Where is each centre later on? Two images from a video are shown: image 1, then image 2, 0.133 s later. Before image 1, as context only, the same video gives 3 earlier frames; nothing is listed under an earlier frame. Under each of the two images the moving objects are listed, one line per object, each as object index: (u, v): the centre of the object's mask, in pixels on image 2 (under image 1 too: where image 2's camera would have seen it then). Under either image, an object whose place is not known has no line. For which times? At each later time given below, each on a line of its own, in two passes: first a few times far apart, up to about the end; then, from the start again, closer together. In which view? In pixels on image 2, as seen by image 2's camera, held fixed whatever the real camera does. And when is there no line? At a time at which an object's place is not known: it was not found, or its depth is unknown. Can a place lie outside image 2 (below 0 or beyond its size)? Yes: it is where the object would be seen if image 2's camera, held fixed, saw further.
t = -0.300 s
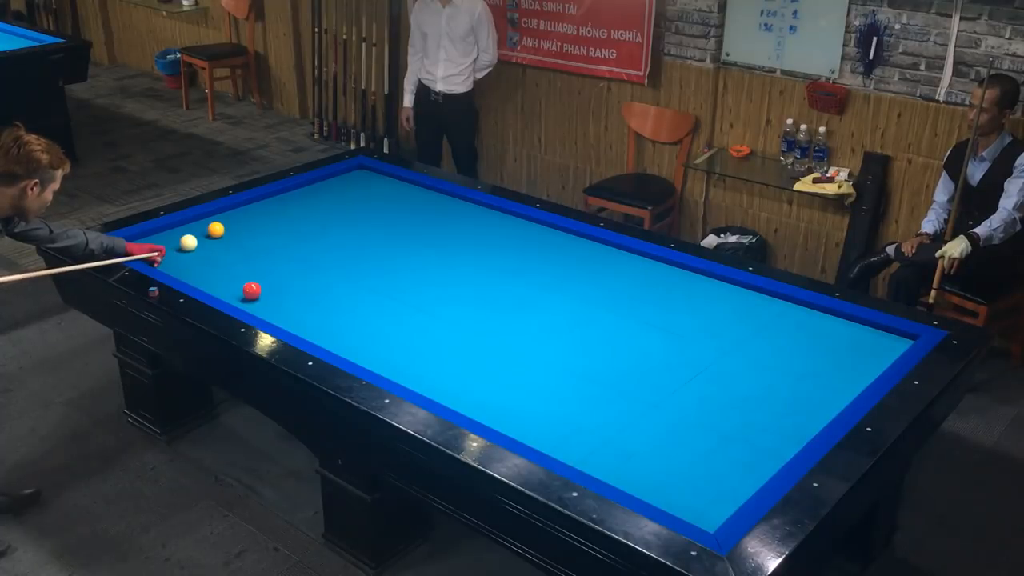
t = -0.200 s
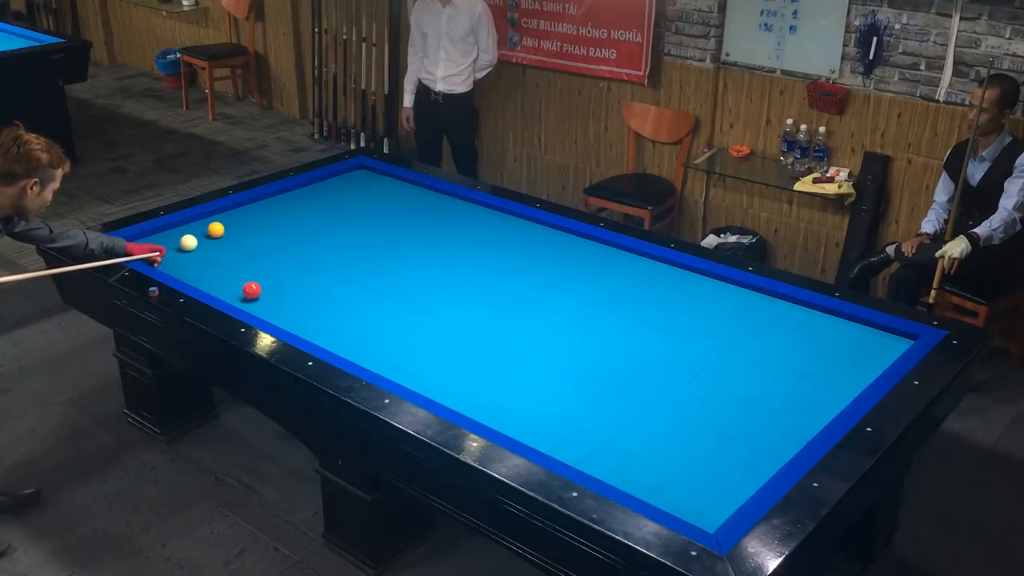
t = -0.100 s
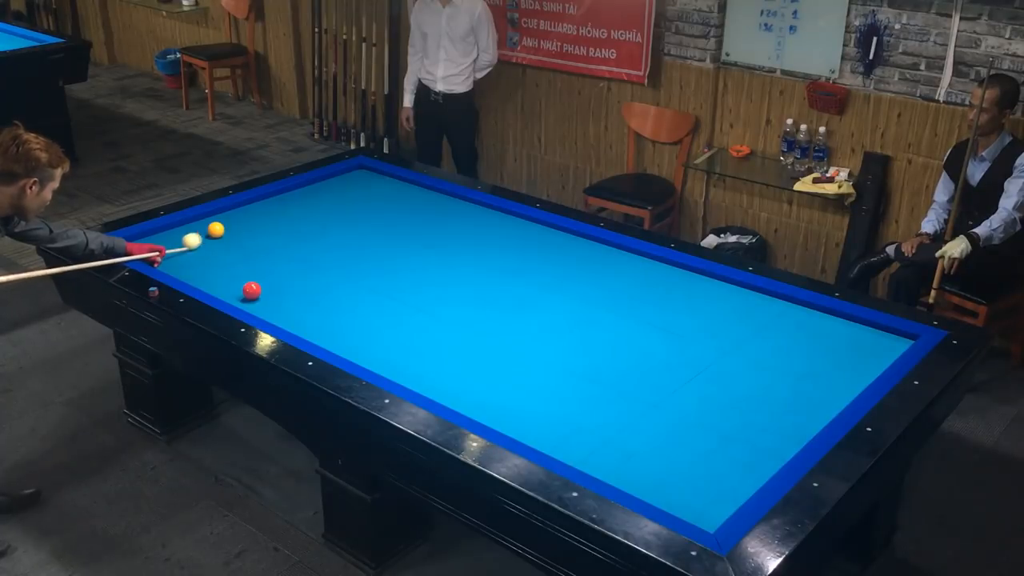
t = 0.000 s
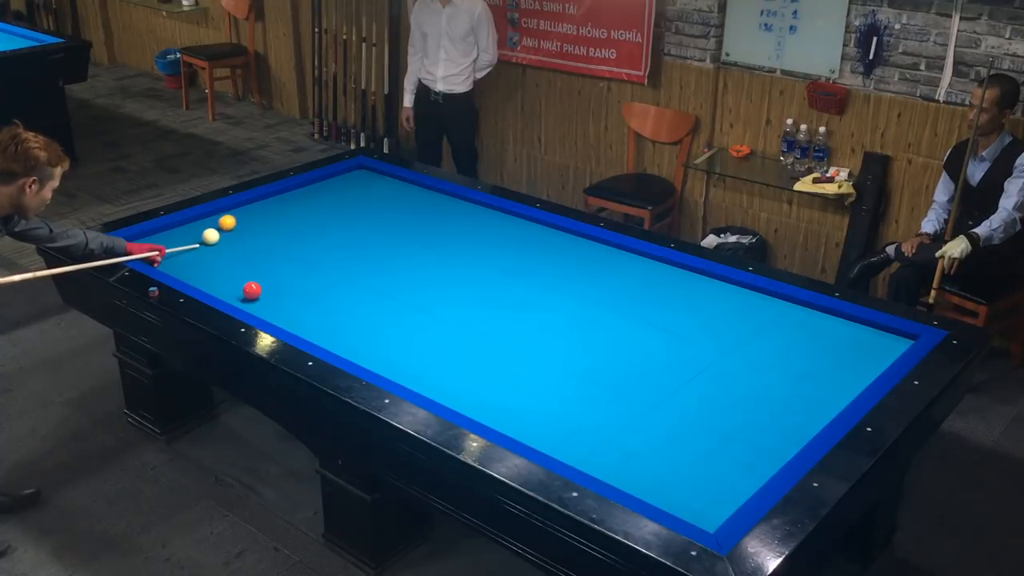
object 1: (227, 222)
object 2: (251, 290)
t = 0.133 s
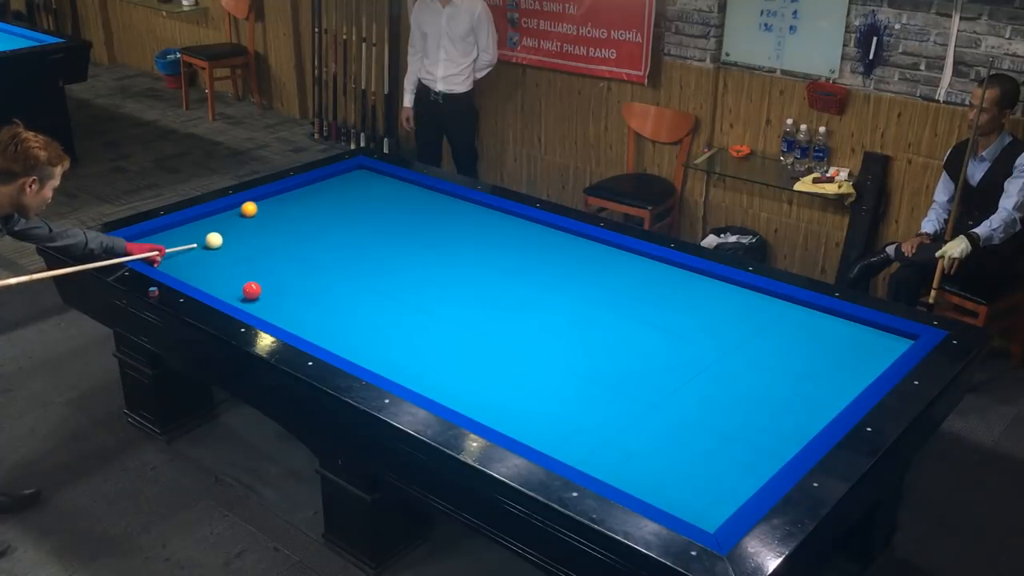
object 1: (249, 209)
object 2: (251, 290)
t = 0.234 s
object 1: (263, 200)
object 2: (251, 290)
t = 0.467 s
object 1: (304, 188)
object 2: (251, 290)
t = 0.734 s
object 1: (352, 178)
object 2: (252, 290)
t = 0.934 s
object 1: (378, 174)
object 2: (251, 290)
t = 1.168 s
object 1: (366, 183)
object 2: (251, 290)
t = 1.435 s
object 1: (354, 194)
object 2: (251, 290)
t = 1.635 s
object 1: (345, 202)
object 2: (252, 290)
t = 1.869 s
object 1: (334, 211)
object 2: (251, 290)
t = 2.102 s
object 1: (323, 221)
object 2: (258, 290)
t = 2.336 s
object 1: (312, 231)
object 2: (264, 290)
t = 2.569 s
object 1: (300, 241)
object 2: (270, 289)
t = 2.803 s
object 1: (288, 251)
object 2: (275, 289)
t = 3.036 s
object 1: (276, 261)
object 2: (279, 289)
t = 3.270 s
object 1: (264, 272)
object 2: (283, 289)
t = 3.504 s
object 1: (252, 282)
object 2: (285, 289)
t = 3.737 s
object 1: (245, 288)
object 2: (287, 289)
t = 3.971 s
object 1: (246, 287)
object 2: (289, 289)
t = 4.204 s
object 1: (245, 286)
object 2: (290, 289)
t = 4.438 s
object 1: (245, 287)
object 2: (291, 290)
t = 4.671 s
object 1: (245, 288)
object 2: (292, 290)
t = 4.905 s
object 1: (245, 288)
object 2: (294, 291)
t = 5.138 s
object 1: (246, 289)
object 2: (294, 291)
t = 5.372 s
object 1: (246, 289)
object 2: (294, 291)
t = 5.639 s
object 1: (246, 289)
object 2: (294, 291)
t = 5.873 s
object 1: (245, 289)
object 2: (295, 291)
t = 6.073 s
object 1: (246, 289)
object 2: (295, 291)
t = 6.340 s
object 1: (245, 289)
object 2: (295, 291)
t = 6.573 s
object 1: (246, 289)
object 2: (295, 291)
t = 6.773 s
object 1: (246, 289)
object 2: (295, 291)
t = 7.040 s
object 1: (245, 289)
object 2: (294, 291)
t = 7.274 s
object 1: (246, 289)
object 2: (294, 291)
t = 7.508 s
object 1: (245, 289)
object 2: (294, 291)
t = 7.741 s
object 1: (245, 289)
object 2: (294, 291)
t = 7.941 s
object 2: (297, 291)
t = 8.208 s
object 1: (246, 289)
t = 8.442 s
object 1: (245, 289)
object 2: (294, 291)
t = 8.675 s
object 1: (245, 288)
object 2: (294, 291)
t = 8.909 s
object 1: (245, 288)
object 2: (294, 291)
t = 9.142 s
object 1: (245, 288)
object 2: (294, 291)
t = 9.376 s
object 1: (245, 288)
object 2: (294, 291)
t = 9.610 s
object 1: (245, 288)
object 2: (294, 291)
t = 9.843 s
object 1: (245, 289)
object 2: (294, 291)
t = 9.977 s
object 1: (245, 289)
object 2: (294, 291)
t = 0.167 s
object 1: (254, 206)
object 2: (251, 290)
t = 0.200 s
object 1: (258, 203)
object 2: (251, 290)
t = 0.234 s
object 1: (263, 200)
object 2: (251, 290)
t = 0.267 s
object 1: (267, 197)
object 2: (251, 290)
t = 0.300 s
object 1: (272, 195)
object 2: (251, 290)
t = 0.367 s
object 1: (286, 192)
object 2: (251, 290)
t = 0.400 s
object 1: (292, 191)
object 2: (251, 290)
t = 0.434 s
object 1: (298, 190)
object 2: (251, 290)
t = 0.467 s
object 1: (304, 188)
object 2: (251, 290)
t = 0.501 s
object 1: (311, 187)
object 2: (251, 290)
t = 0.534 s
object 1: (317, 186)
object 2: (251, 290)
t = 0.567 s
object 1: (323, 185)
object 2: (251, 290)
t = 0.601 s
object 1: (329, 183)
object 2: (251, 290)
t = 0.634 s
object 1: (334, 182)
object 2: (251, 290)
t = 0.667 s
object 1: (340, 181)
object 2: (251, 290)
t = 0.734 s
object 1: (352, 178)
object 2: (252, 290)
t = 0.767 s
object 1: (357, 177)
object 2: (251, 290)
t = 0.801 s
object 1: (363, 176)
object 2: (251, 290)
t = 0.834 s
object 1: (369, 175)
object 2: (251, 290)
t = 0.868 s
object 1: (374, 174)
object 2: (251, 290)
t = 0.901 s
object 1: (379, 173)
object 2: (251, 290)
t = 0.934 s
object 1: (378, 174)
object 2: (251, 290)
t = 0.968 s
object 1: (376, 176)
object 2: (251, 290)
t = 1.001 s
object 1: (374, 177)
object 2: (251, 290)
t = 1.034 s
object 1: (372, 178)
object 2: (251, 290)
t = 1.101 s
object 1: (369, 181)
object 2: (251, 290)
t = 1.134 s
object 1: (368, 182)
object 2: (251, 290)
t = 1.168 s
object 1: (366, 183)
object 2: (251, 290)
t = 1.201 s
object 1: (365, 185)
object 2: (251, 290)
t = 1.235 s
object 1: (363, 186)
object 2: (251, 290)
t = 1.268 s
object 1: (362, 187)
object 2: (251, 290)
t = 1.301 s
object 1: (360, 189)
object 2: (251, 290)
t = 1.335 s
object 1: (359, 190)
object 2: (251, 290)
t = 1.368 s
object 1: (357, 191)
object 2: (251, 290)
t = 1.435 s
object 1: (354, 194)
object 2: (251, 290)
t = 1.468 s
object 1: (353, 196)
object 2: (251, 290)
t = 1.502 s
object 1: (351, 197)
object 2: (251, 290)
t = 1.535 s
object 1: (350, 198)
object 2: (251, 290)
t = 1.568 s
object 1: (348, 199)
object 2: (251, 290)
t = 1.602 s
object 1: (347, 201)
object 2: (251, 290)
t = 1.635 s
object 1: (345, 202)
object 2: (252, 290)
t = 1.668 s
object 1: (344, 203)
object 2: (252, 290)
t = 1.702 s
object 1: (342, 205)
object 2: (252, 290)
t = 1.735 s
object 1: (341, 206)
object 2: (252, 290)
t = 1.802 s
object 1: (338, 209)
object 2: (251, 290)
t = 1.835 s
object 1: (336, 210)
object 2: (252, 290)
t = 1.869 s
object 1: (334, 211)
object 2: (251, 290)
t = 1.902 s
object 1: (333, 213)
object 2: (252, 290)
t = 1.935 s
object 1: (331, 214)
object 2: (253, 290)
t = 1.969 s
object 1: (330, 215)
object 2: (254, 290)
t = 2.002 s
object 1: (328, 217)
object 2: (255, 290)
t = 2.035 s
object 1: (326, 218)
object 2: (256, 290)
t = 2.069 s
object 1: (325, 220)
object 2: (257, 290)
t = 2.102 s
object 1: (323, 221)
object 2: (258, 290)
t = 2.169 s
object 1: (320, 224)
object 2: (260, 290)
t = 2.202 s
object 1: (318, 225)
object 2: (261, 290)
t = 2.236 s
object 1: (317, 227)
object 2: (262, 290)
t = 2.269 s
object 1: (315, 228)
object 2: (263, 290)
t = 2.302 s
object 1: (314, 229)
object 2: (264, 290)
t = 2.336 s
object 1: (312, 231)
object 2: (264, 290)
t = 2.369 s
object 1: (310, 232)
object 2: (265, 290)
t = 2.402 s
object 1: (309, 234)
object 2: (266, 290)
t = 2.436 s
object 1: (307, 235)
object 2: (267, 290)
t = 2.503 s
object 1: (304, 238)
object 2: (269, 290)
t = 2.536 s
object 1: (302, 239)
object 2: (269, 290)
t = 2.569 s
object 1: (300, 241)
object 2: (270, 289)
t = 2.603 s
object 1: (299, 242)
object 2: (271, 289)
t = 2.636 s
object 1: (297, 244)
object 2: (271, 289)
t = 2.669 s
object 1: (295, 245)
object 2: (272, 289)
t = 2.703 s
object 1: (293, 247)
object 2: (273, 290)
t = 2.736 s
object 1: (292, 248)
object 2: (273, 289)
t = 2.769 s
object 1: (290, 249)
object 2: (274, 289)
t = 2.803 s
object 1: (288, 251)
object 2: (275, 289)
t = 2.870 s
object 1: (285, 254)
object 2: (276, 289)
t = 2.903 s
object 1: (283, 255)
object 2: (277, 289)
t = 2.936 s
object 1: (282, 257)
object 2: (277, 289)
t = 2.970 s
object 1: (280, 258)
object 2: (278, 289)
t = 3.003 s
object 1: (278, 260)
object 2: (279, 289)
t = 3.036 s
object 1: (276, 261)
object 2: (279, 289)
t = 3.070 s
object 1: (275, 263)
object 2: (280, 289)
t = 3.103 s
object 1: (273, 264)
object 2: (280, 289)
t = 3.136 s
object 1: (271, 266)
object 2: (281, 289)
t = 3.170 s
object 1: (269, 267)
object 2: (281, 289)
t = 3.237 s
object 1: (266, 270)
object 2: (282, 289)
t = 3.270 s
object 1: (264, 272)
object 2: (283, 289)
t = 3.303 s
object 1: (262, 273)
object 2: (283, 289)
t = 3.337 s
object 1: (261, 275)
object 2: (283, 289)
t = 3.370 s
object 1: (259, 276)
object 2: (284, 289)
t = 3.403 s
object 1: (257, 278)
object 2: (284, 289)
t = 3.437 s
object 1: (255, 279)
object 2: (285, 289)
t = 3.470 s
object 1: (254, 281)
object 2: (285, 289)
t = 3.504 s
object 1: (252, 282)
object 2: (285, 289)
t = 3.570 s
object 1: (249, 285)
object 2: (286, 289)
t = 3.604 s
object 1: (248, 286)
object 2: (286, 289)
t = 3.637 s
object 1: (247, 286)
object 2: (287, 289)
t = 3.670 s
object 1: (246, 287)
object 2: (287, 289)
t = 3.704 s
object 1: (246, 287)
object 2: (287, 289)
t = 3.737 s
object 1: (245, 288)
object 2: (287, 289)
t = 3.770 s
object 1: (245, 288)
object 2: (288, 289)
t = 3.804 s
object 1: (246, 288)
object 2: (288, 289)
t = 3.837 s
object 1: (245, 288)
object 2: (288, 289)
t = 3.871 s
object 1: (246, 288)
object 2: (288, 289)
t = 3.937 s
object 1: (246, 287)
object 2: (289, 289)
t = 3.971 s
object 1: (246, 287)
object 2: (289, 289)
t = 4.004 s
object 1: (246, 287)
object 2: (289, 289)
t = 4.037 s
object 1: (246, 287)
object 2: (289, 289)
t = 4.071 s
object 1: (246, 286)
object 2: (289, 289)
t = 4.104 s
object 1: (246, 286)
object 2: (290, 289)
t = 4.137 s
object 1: (246, 286)
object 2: (290, 289)
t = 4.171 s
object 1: (245, 286)
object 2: (290, 290)
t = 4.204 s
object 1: (245, 286)
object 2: (290, 289)
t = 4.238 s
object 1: (245, 286)
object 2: (290, 289)
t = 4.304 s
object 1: (245, 286)
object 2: (291, 289)
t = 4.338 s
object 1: (245, 286)
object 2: (291, 290)
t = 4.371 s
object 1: (245, 286)
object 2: (291, 290)
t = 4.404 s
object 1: (245, 287)
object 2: (291, 290)
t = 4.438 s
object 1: (245, 287)
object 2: (291, 290)
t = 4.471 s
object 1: (245, 287)
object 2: (292, 290)
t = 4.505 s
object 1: (245, 287)
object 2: (292, 290)
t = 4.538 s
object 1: (245, 287)
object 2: (292, 290)
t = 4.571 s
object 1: (245, 288)
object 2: (292, 290)
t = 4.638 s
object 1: (245, 288)
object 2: (292, 290)
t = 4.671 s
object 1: (245, 288)
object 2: (292, 290)
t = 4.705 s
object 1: (245, 288)
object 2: (293, 290)
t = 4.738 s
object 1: (245, 288)
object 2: (293, 290)
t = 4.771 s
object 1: (245, 288)
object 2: (293, 290)
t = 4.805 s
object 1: (245, 288)
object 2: (293, 291)
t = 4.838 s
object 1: (246, 289)
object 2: (293, 291)
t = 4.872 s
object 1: (245, 288)
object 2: (294, 291)
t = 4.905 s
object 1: (245, 288)
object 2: (294, 291)
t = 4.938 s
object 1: (245, 288)
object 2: (294, 291)
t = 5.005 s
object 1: (246, 289)
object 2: (294, 291)
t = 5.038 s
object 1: (246, 289)
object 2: (294, 291)
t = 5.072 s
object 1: (246, 289)
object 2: (294, 291)
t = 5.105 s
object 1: (246, 289)
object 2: (294, 291)
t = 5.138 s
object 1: (246, 289)
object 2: (294, 291)
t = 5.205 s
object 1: (246, 289)
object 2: (294, 291)
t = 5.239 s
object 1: (246, 289)
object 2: (294, 291)
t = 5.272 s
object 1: (246, 289)
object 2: (294, 291)
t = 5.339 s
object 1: (246, 289)
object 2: (294, 291)
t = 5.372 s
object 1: (246, 289)
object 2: (294, 291)
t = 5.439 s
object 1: (246, 289)
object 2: (294, 291)
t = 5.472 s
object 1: (246, 289)
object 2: (294, 291)
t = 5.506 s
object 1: (246, 289)
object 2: (294, 291)
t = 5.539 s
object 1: (246, 289)
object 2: (294, 291)
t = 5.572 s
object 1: (246, 289)
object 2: (294, 291)
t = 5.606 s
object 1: (246, 289)
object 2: (294, 291)
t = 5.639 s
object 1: (246, 289)
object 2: (294, 291)
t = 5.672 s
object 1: (245, 289)
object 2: (294, 291)
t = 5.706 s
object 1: (246, 289)
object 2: (294, 291)
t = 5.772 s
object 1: (245, 289)
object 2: (294, 291)
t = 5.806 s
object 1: (245, 289)
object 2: (295, 291)
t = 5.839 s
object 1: (245, 289)
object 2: (295, 291)
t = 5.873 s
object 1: (245, 289)
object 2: (295, 291)
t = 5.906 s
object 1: (245, 289)
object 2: (295, 291)
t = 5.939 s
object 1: (245, 289)
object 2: (295, 291)
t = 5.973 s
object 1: (246, 289)
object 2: (295, 291)
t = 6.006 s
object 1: (246, 289)
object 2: (295, 291)
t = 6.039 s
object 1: (246, 289)
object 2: (295, 291)
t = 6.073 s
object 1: (246, 289)
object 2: (295, 291)
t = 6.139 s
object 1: (245, 289)
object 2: (295, 291)
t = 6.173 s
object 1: (245, 289)
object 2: (295, 291)
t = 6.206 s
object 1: (245, 289)
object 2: (295, 291)
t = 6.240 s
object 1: (245, 289)
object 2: (295, 291)
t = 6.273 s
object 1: (246, 289)
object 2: (295, 291)
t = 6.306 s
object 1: (245, 289)
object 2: (295, 291)
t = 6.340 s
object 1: (245, 289)
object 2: (295, 291)
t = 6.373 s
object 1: (246, 289)
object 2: (295, 291)
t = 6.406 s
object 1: (245, 289)
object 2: (295, 291)
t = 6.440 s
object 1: (246, 289)
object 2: (295, 291)
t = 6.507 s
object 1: (245, 289)
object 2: (295, 291)
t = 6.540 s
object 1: (245, 289)
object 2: (295, 291)
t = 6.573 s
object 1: (246, 289)
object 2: (295, 291)
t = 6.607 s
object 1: (246, 289)
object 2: (295, 291)
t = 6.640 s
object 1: (245, 289)
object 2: (295, 291)
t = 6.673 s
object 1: (246, 289)
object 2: (295, 291)
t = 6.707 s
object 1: (245, 289)
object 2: (295, 291)
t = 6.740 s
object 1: (246, 289)
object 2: (295, 291)
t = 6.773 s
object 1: (246, 289)
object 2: (295, 291)
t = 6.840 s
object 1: (246, 289)
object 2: (295, 291)
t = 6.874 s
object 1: (246, 288)
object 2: (295, 291)
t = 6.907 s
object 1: (246, 289)
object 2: (295, 291)
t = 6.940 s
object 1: (246, 289)
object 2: (295, 291)
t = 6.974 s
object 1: (246, 289)
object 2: (295, 291)
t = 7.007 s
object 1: (246, 289)
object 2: (294, 291)
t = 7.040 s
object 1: (245, 289)
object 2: (294, 291)
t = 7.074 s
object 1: (246, 289)
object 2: (295, 291)
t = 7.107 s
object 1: (246, 289)
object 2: (295, 291)
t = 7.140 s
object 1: (246, 289)
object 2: (295, 291)
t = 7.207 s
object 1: (246, 289)
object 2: (295, 291)
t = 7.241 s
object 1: (246, 289)
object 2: (294, 291)
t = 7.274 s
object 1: (246, 289)
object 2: (294, 291)
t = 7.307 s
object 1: (246, 289)
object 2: (294, 291)
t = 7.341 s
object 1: (246, 289)
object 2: (295, 291)
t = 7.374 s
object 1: (246, 289)
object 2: (294, 291)
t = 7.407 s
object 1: (245, 289)
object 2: (295, 291)
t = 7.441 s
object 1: (245, 289)
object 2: (295, 291)
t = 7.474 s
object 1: (245, 289)
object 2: (294, 291)
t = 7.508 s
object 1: (245, 289)
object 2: (294, 291)
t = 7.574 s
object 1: (245, 289)
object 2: (294, 291)
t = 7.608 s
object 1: (245, 289)
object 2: (294, 291)
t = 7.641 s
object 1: (245, 289)
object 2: (294, 291)
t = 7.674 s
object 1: (245, 289)
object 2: (294, 291)
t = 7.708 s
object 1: (245, 289)
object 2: (294, 291)
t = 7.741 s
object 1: (245, 289)
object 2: (294, 291)
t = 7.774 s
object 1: (245, 289)
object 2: (294, 291)
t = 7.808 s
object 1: (246, 289)
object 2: (295, 291)
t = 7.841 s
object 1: (250, 287)
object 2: (295, 291)
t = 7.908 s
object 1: (246, 289)
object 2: (295, 291)
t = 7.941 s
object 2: (297, 291)
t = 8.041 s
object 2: (296, 289)
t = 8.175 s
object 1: (240, 288)
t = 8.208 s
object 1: (246, 289)
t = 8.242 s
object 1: (246, 289)
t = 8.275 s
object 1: (245, 289)
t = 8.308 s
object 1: (245, 288)
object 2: (290, 290)
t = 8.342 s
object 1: (245, 289)
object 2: (295, 291)
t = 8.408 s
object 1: (245, 289)
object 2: (294, 291)
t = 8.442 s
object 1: (245, 289)
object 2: (294, 291)
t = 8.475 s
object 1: (245, 289)
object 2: (294, 291)
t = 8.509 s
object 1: (245, 289)
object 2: (294, 291)
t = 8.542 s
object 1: (245, 289)
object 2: (294, 291)
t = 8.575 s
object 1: (245, 289)
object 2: (294, 291)
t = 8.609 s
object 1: (245, 289)
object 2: (294, 291)
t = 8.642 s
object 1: (245, 289)
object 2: (294, 291)
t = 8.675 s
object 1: (245, 288)
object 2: (294, 291)
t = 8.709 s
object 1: (245, 288)
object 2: (294, 291)
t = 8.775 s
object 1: (245, 288)
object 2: (294, 291)
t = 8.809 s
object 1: (245, 288)
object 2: (294, 291)
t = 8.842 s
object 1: (245, 288)
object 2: (294, 291)
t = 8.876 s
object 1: (245, 288)
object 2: (294, 291)
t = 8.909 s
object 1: (245, 288)
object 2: (294, 291)
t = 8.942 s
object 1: (245, 288)
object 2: (294, 291)
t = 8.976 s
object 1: (245, 288)
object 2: (294, 291)
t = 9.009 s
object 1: (245, 288)
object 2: (294, 291)
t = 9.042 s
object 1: (245, 288)
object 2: (294, 291)
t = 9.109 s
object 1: (245, 288)
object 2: (294, 291)
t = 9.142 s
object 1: (245, 288)
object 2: (294, 291)
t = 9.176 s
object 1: (245, 288)
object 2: (294, 291)
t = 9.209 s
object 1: (245, 289)
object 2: (294, 291)
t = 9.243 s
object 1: (245, 288)
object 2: (294, 291)
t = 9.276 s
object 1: (245, 288)
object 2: (294, 291)
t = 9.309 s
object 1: (245, 289)
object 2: (294, 291)
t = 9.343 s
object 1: (245, 288)
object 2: (294, 291)
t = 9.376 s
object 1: (245, 288)
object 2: (294, 291)
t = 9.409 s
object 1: (245, 288)
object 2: (294, 291)
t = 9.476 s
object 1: (245, 288)
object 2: (294, 291)
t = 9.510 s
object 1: (245, 288)
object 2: (294, 291)
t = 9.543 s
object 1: (245, 288)
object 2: (294, 291)
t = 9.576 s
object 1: (245, 288)
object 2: (294, 291)
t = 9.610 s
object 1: (245, 288)
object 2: (294, 291)
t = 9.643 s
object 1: (245, 289)
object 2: (294, 291)
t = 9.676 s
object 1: (245, 288)
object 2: (294, 291)
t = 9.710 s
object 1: (245, 288)
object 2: (294, 291)
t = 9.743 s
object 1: (245, 288)
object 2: (294, 291)
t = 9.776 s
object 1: (245, 288)
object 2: (294, 291)
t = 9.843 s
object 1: (245, 289)
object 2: (294, 291)
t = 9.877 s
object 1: (245, 289)
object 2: (294, 291)
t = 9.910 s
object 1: (245, 289)
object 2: (294, 291)
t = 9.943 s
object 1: (245, 289)
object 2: (294, 291)
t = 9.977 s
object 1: (245, 289)
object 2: (294, 291)
